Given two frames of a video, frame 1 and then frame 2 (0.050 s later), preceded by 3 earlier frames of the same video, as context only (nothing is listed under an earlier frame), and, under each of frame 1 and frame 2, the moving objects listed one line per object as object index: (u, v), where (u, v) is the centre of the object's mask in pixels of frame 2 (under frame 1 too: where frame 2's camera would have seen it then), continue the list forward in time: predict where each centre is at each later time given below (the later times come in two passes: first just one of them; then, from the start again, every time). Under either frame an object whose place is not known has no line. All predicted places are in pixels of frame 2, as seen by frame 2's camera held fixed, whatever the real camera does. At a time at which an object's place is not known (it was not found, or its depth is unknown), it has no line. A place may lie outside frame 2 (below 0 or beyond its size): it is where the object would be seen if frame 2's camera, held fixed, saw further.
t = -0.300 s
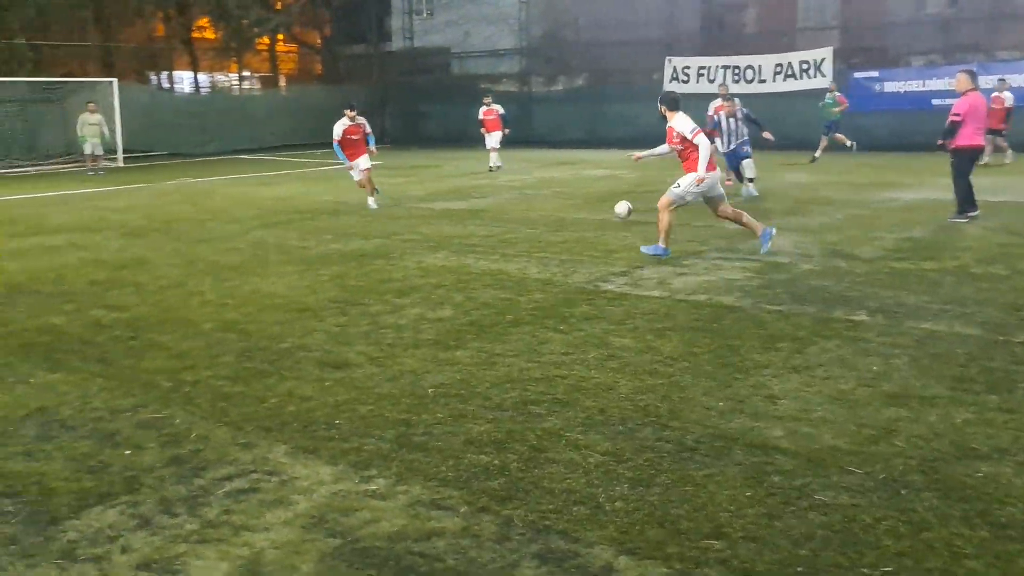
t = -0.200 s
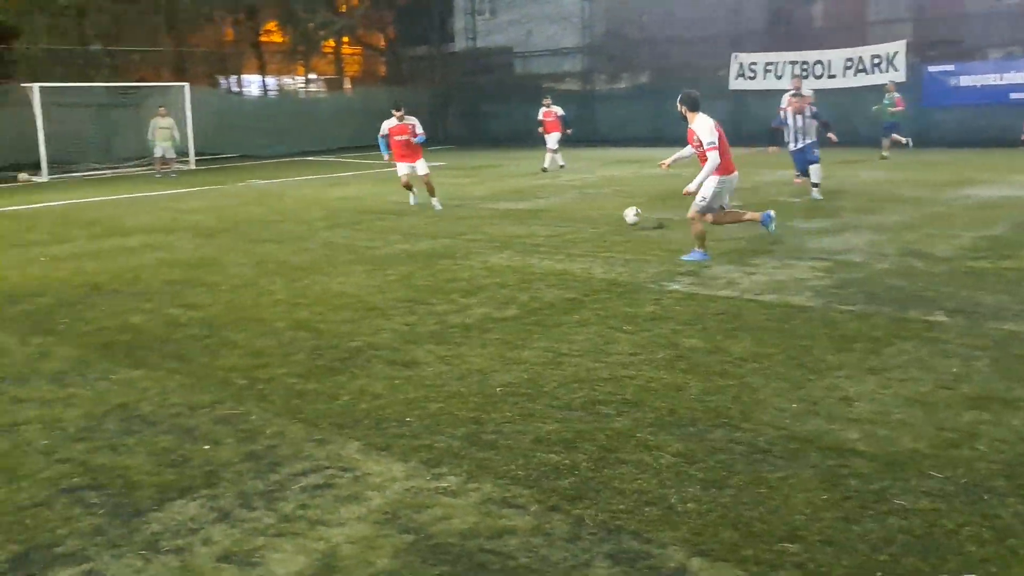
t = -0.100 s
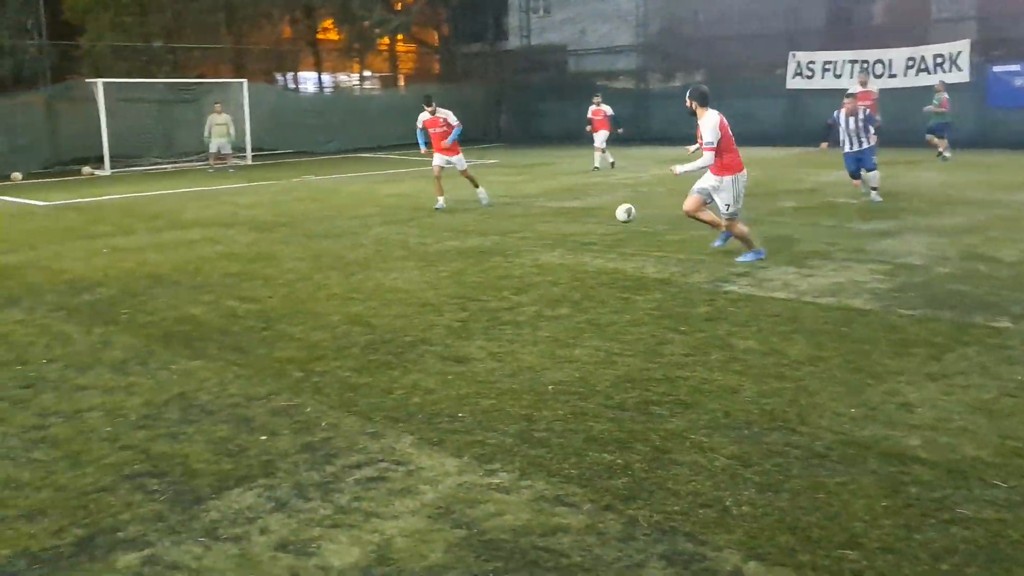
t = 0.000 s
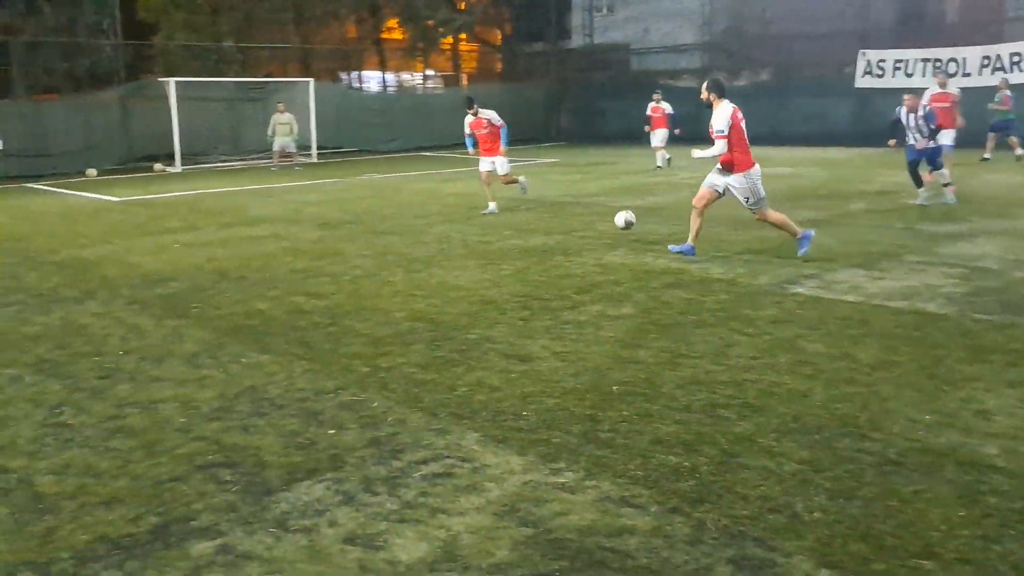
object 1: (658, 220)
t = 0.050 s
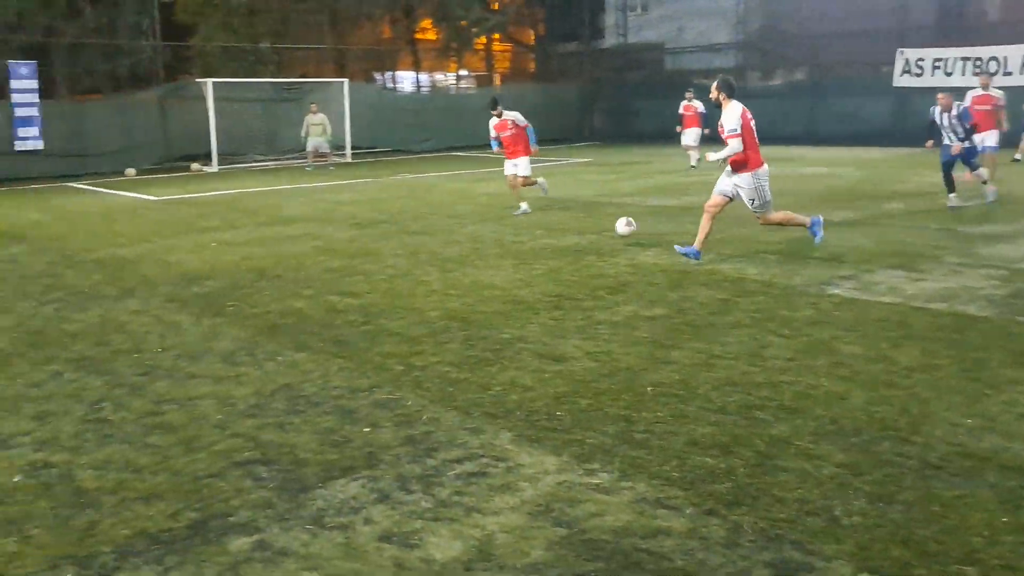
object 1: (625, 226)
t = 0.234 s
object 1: (501, 235)
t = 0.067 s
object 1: (614, 231)
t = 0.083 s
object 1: (604, 234)
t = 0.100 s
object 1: (592, 237)
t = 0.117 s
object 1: (581, 242)
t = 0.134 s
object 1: (571, 243)
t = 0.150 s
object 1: (558, 242)
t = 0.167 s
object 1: (547, 240)
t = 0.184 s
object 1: (537, 238)
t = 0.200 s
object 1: (524, 237)
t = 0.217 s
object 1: (513, 235)
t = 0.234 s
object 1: (501, 235)
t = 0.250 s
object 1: (489, 235)
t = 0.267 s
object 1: (478, 235)
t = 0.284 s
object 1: (465, 234)
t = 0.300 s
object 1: (453, 235)
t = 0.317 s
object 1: (441, 235)
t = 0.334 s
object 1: (429, 237)
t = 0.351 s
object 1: (416, 238)
